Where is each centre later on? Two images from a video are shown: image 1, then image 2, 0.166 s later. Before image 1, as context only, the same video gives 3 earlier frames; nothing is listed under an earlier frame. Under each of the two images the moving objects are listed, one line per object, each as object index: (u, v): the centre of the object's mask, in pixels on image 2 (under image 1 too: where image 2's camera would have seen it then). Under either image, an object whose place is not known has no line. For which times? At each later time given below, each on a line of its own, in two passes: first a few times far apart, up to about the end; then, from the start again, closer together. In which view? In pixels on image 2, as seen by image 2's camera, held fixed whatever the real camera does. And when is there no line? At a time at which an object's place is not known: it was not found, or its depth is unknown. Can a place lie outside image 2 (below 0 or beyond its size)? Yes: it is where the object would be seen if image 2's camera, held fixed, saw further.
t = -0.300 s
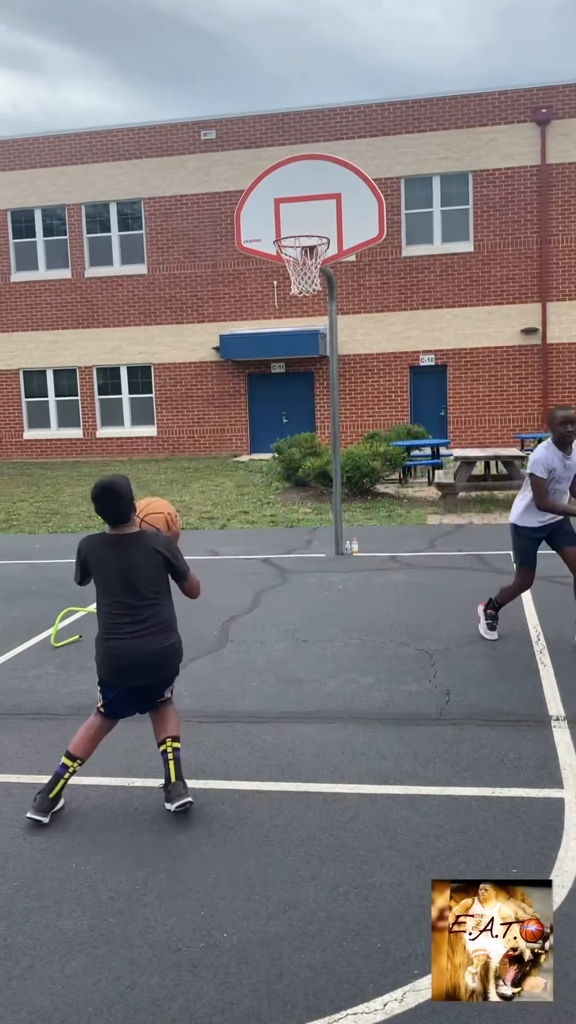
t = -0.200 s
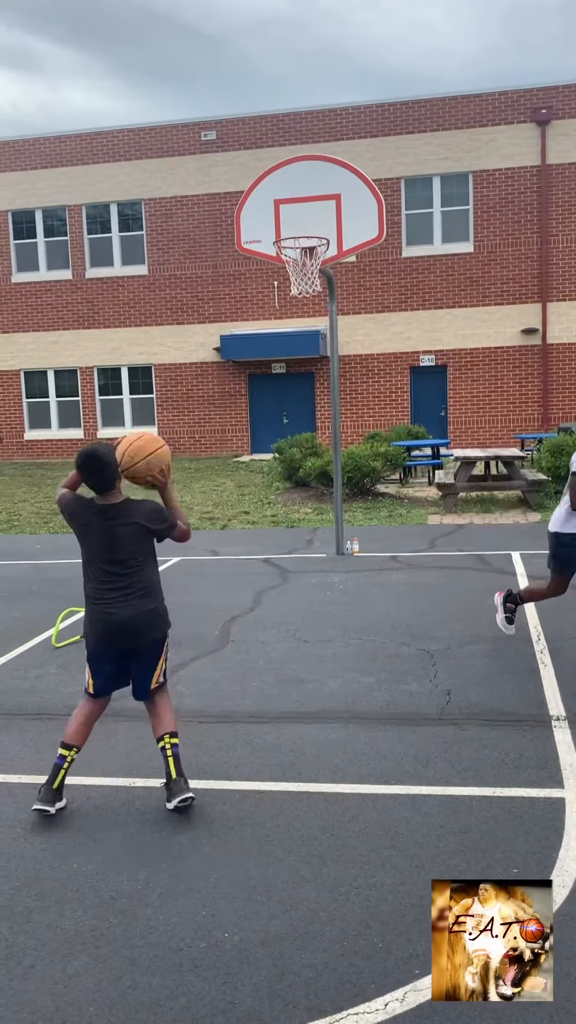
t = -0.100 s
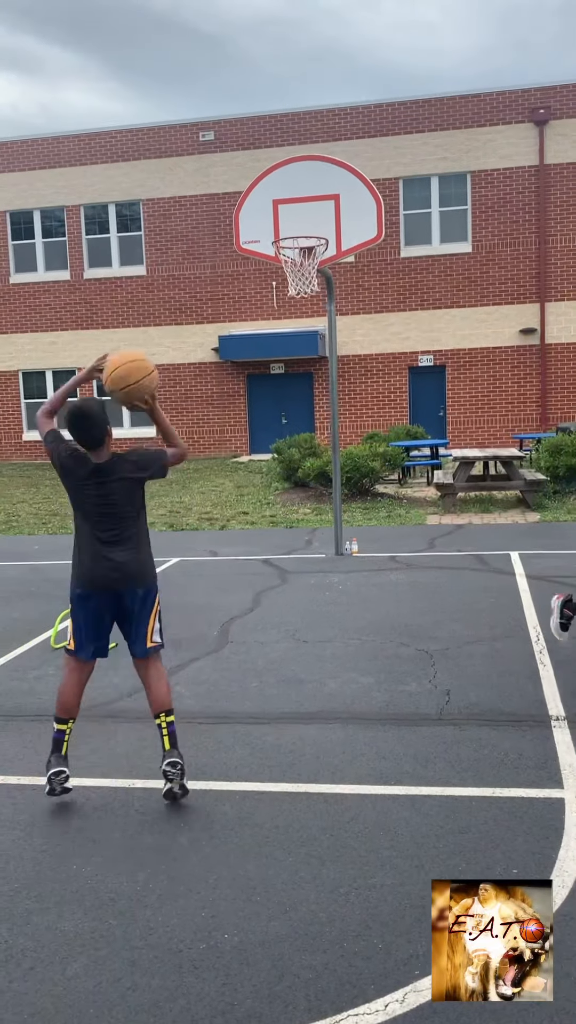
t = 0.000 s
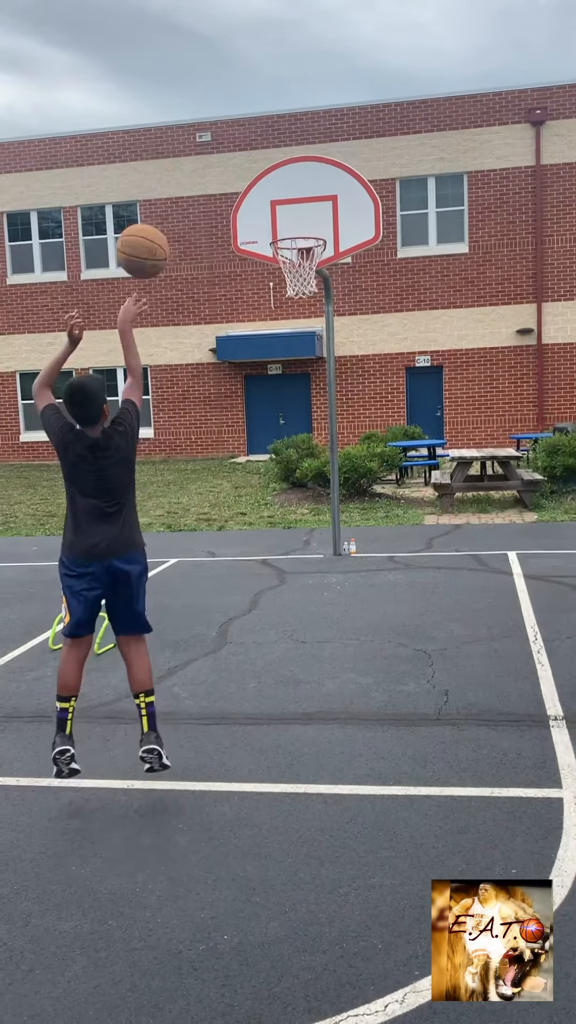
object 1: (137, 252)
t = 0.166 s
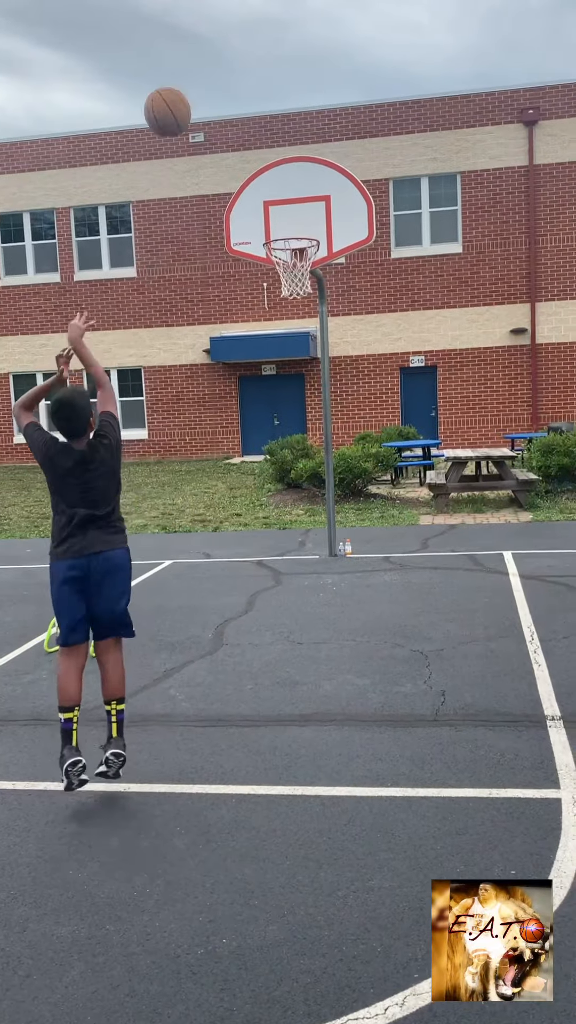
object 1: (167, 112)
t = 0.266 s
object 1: (185, 68)
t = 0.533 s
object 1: (226, 49)
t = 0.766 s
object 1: (259, 115)
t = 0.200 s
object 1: (174, 95)
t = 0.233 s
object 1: (180, 80)
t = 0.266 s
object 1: (185, 68)
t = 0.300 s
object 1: (191, 58)
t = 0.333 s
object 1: (196, 51)
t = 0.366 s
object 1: (201, 46)
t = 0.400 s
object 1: (206, 43)
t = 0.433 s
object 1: (211, 41)
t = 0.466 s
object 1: (216, 42)
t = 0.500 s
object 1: (221, 45)
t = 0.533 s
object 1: (226, 49)
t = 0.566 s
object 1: (230, 55)
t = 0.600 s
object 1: (235, 62)
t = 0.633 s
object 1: (240, 70)
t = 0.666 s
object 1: (244, 80)
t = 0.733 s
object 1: (253, 102)
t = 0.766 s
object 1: (259, 115)
